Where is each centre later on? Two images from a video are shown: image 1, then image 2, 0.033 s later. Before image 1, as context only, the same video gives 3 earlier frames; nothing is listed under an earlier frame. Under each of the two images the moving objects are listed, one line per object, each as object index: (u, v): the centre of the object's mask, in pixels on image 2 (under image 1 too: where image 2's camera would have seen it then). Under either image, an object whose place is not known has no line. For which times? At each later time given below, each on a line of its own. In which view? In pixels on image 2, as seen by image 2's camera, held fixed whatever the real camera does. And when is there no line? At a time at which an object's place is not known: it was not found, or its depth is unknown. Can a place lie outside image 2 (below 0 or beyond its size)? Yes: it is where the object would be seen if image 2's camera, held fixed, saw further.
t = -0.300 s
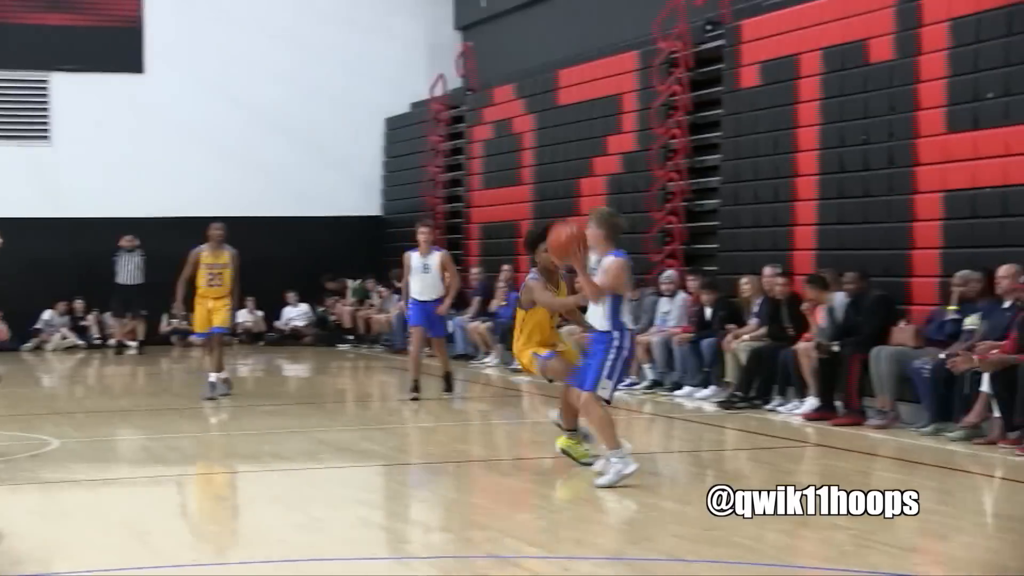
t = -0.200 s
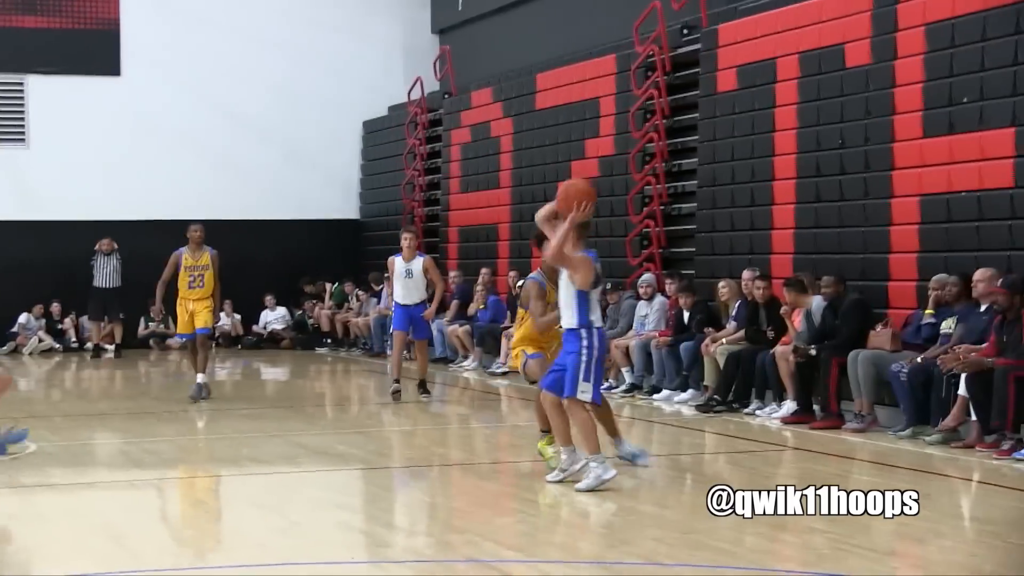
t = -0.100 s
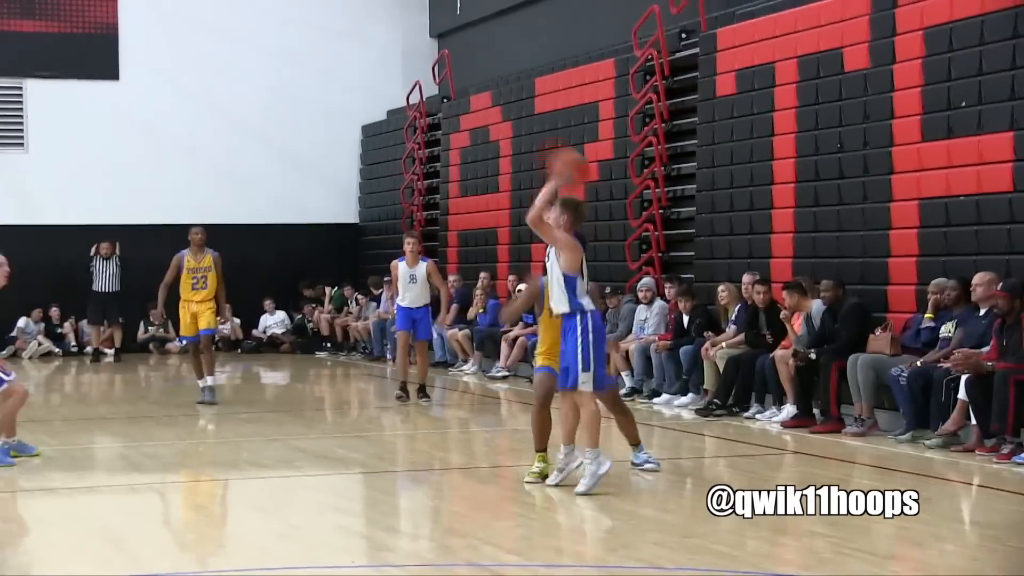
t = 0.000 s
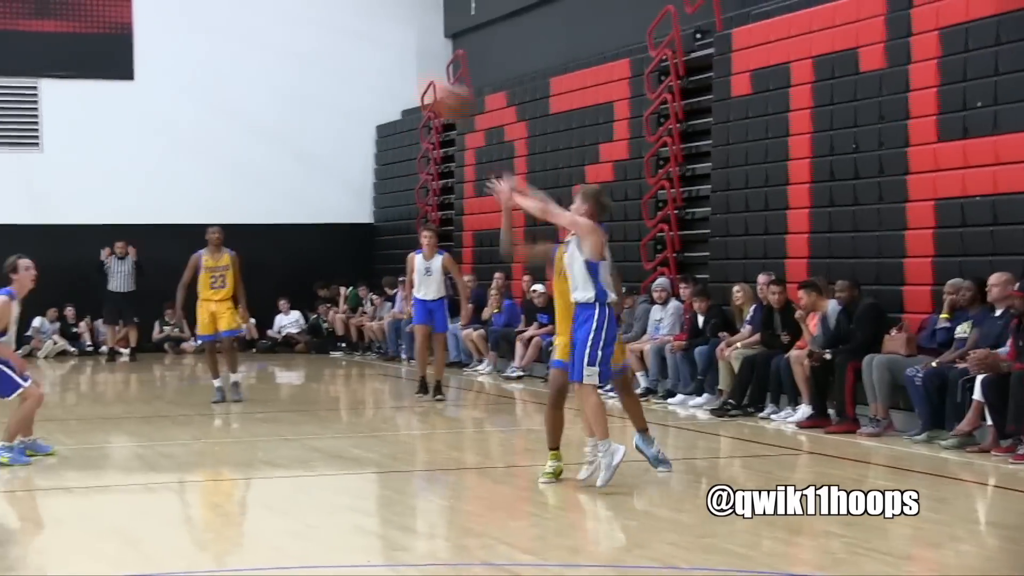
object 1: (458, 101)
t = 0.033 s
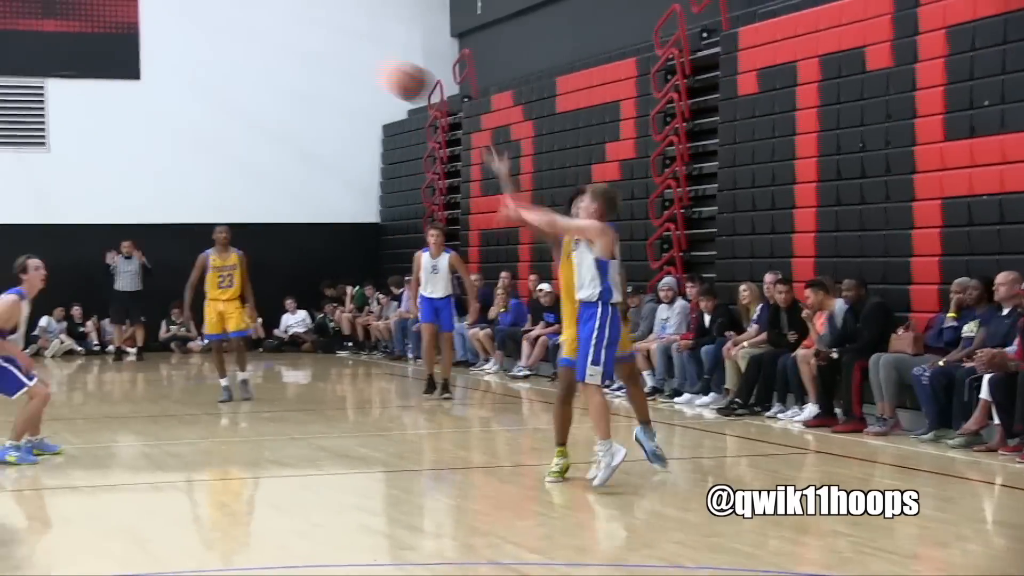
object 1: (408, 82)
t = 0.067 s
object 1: (365, 66)
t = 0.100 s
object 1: (319, 51)
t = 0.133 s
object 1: (278, 39)
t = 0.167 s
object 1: (236, 28)
